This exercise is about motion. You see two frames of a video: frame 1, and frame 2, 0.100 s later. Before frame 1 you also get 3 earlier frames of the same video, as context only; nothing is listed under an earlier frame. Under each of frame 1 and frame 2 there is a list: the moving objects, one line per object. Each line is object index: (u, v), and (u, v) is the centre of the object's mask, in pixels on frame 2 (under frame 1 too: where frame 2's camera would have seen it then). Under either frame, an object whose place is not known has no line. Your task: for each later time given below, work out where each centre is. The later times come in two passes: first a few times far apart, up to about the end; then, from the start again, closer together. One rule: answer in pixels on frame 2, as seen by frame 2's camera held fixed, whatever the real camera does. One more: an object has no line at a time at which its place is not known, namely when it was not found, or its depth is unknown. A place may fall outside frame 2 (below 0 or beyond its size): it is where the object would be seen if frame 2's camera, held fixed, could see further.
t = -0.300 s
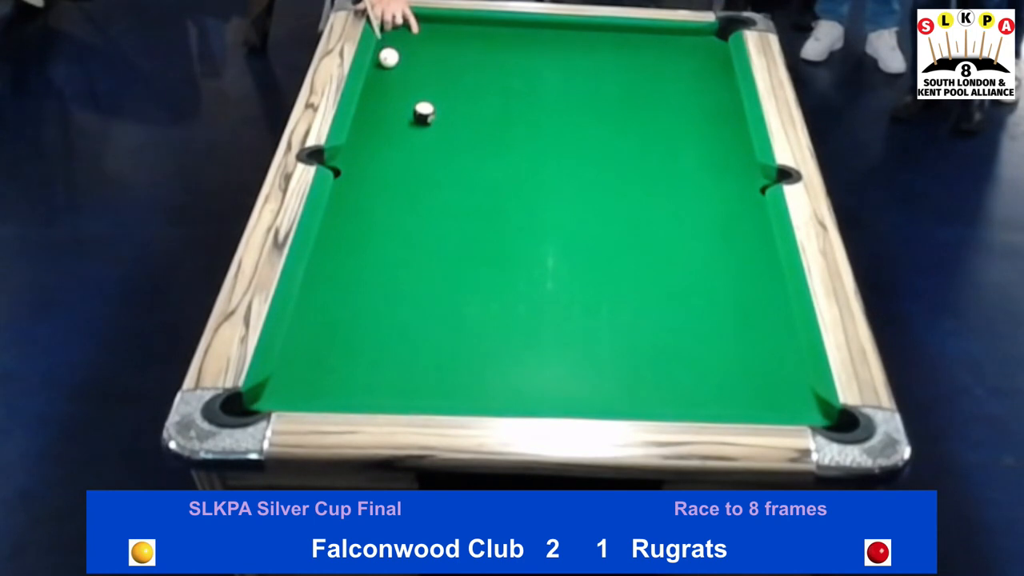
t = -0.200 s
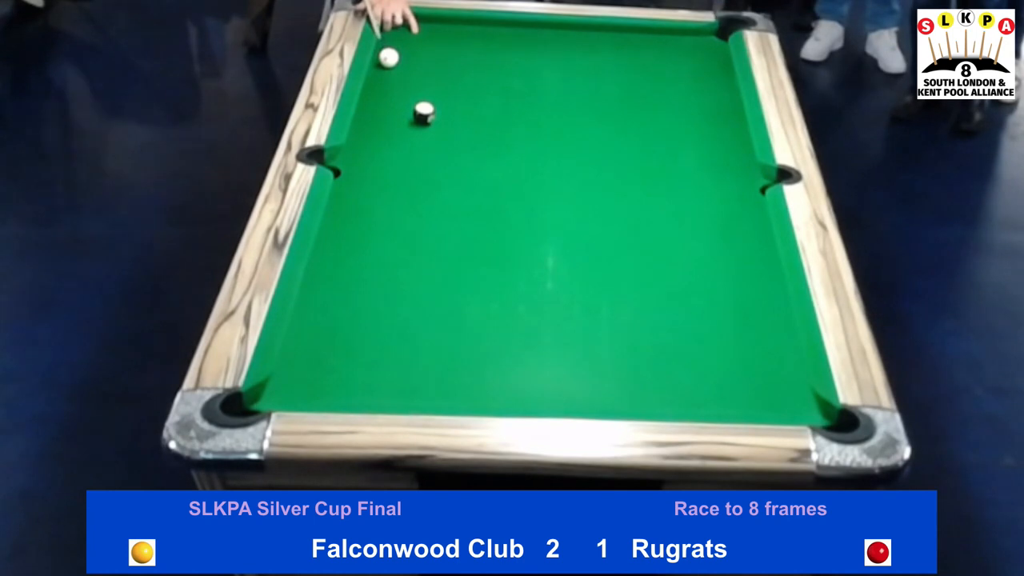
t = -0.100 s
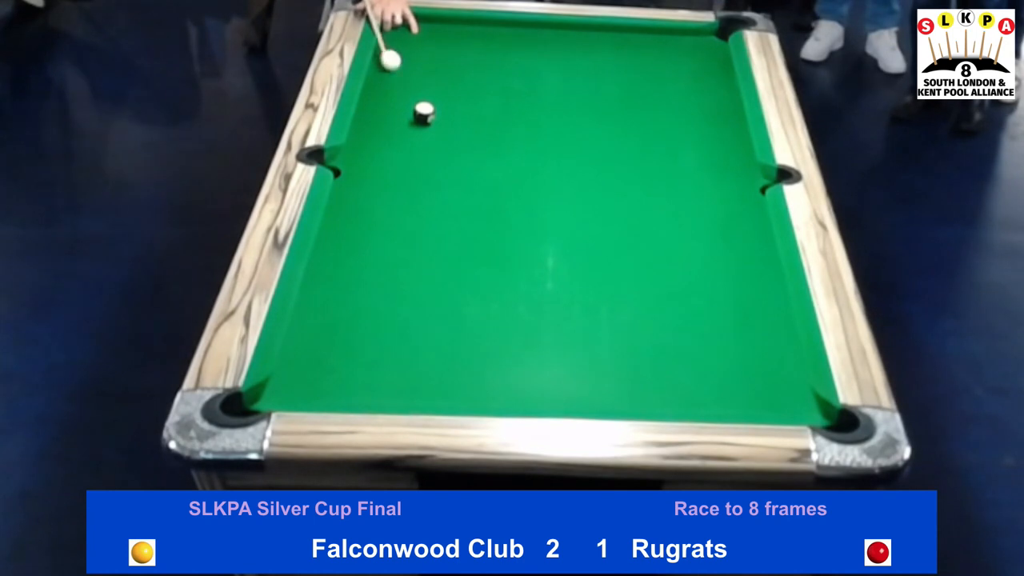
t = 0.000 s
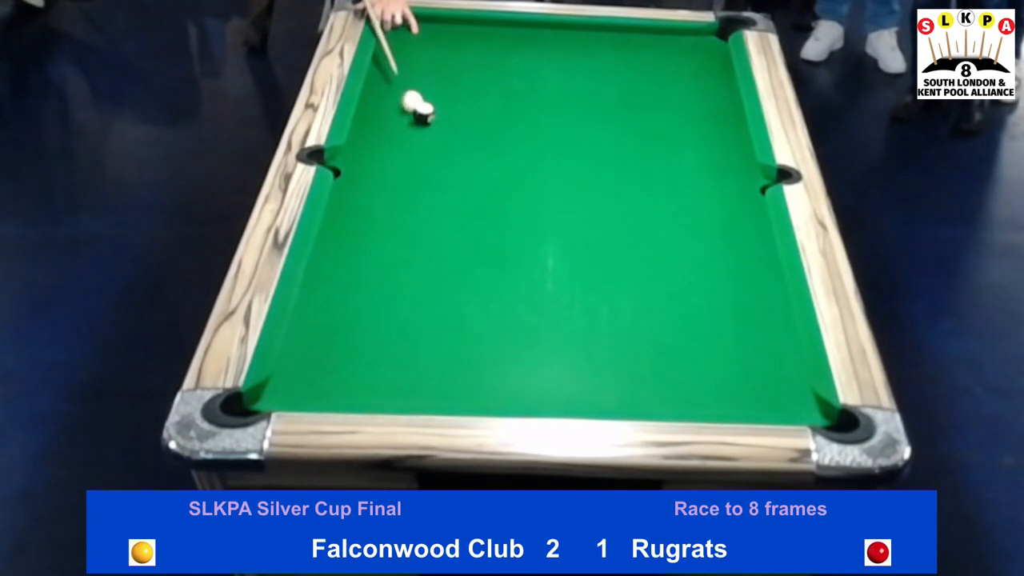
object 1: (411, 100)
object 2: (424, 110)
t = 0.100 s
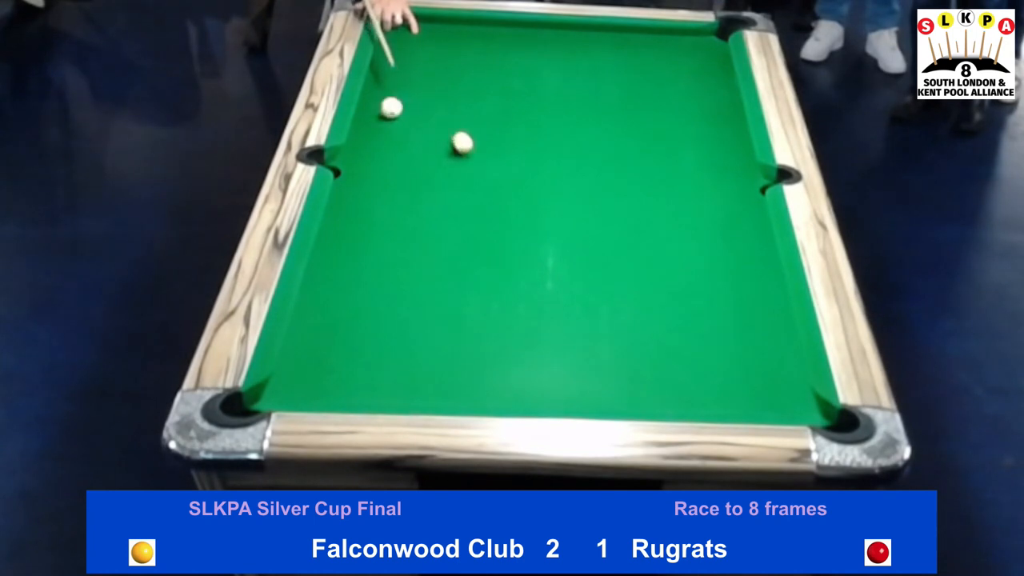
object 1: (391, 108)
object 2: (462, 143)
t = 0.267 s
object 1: (373, 110)
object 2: (524, 193)
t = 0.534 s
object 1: (401, 112)
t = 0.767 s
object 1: (422, 113)
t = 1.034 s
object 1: (444, 115)
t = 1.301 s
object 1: (464, 117)
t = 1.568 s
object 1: (480, 118)
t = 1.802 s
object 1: (492, 119)
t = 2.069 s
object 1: (503, 121)
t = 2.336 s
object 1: (511, 121)
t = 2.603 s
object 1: (517, 122)
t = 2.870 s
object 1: (519, 122)
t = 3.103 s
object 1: (519, 122)
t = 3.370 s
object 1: (519, 122)
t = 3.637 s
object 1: (519, 122)
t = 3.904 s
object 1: (519, 122)
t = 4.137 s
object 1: (519, 122)
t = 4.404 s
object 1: (519, 122)
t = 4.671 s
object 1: (519, 122)
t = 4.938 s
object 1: (519, 122)
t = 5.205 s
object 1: (519, 122)
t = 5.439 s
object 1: (519, 122)
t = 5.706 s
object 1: (519, 122)
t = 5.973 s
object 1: (519, 122)
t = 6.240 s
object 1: (519, 122)
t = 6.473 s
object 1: (519, 122)
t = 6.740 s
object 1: (519, 122)
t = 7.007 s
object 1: (519, 122)
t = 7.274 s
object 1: (519, 122)
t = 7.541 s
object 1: (519, 122)
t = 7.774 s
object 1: (519, 122)
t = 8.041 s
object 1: (519, 122)
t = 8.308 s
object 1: (519, 122)
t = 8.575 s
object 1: (519, 122)
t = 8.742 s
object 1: (519, 122)
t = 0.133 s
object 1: (383, 108)
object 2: (475, 155)
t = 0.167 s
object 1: (376, 109)
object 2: (489, 162)
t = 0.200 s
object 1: (369, 109)
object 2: (501, 174)
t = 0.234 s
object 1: (368, 110)
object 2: (511, 181)
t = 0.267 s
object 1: (373, 110)
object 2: (524, 193)
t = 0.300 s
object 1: (377, 110)
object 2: (538, 201)
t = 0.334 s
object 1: (380, 110)
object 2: (547, 210)
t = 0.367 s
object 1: (384, 111)
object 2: (561, 222)
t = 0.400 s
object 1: (387, 111)
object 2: (575, 230)
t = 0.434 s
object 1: (391, 111)
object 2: (585, 241)
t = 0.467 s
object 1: (394, 111)
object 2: (599, 252)
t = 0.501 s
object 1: (397, 111)
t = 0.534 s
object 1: (401, 112)
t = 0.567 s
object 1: (404, 112)
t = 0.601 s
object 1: (407, 112)
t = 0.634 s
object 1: (410, 112)
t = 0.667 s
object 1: (413, 113)
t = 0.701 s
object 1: (416, 113)
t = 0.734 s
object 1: (419, 113)
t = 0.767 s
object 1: (422, 113)
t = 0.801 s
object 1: (425, 114)
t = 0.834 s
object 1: (428, 114)
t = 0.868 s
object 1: (431, 114)
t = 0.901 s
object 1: (434, 114)
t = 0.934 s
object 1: (437, 114)
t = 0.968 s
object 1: (439, 114)
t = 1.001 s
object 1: (442, 115)
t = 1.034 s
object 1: (444, 115)
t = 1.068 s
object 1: (447, 115)
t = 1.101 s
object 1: (449, 115)
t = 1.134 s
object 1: (452, 115)
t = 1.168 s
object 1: (454, 116)
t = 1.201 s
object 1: (457, 116)
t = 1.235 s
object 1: (459, 116)
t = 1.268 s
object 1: (462, 116)
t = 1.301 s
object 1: (464, 117)
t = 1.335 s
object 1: (466, 117)
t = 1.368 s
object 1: (468, 117)
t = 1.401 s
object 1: (470, 117)
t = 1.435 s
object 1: (472, 117)
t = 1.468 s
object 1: (474, 118)
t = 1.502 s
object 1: (476, 118)
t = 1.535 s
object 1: (478, 118)
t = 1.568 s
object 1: (480, 118)
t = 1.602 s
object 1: (482, 118)
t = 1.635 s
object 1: (484, 118)
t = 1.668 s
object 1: (485, 119)
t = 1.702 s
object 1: (487, 119)
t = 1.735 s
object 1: (489, 119)
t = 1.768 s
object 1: (490, 119)
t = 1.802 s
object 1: (492, 119)
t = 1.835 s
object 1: (493, 119)
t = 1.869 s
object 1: (495, 120)
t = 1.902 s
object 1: (496, 120)
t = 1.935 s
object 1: (498, 120)
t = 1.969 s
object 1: (499, 120)
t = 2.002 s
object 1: (500, 120)
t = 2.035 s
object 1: (502, 120)
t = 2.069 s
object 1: (503, 121)
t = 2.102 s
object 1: (504, 121)
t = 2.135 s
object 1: (505, 121)
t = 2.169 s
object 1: (506, 121)
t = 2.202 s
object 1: (507, 121)
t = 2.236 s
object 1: (508, 121)
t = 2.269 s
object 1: (509, 121)
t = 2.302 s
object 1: (510, 121)
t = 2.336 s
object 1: (511, 121)
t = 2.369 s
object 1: (512, 122)
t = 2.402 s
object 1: (513, 122)
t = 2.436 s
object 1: (513, 122)
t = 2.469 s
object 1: (514, 122)
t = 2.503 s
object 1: (515, 122)
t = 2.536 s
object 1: (515, 122)
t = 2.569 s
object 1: (516, 122)
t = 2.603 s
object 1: (517, 122)
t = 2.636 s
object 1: (517, 122)
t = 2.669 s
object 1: (518, 122)
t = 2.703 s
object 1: (518, 122)
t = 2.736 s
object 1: (518, 122)
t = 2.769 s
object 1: (519, 122)
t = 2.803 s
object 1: (519, 122)
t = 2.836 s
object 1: (519, 122)
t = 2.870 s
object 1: (519, 122)
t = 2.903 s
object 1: (519, 122)
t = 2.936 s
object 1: (519, 122)
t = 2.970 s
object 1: (519, 122)
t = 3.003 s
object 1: (519, 122)
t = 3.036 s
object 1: (519, 122)
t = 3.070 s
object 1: (519, 122)
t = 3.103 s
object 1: (519, 122)
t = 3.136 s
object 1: (519, 122)
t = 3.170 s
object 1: (519, 122)
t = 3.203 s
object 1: (519, 122)
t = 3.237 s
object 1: (519, 122)
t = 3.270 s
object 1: (519, 122)
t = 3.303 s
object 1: (519, 122)
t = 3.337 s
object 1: (519, 122)
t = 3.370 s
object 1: (519, 122)
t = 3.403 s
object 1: (519, 122)
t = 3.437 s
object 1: (519, 122)
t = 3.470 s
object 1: (519, 122)
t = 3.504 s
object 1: (519, 122)
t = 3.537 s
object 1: (519, 122)
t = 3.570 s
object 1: (519, 122)
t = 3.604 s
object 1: (519, 122)
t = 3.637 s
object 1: (519, 122)
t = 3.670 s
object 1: (519, 122)
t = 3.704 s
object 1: (519, 122)
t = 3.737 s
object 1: (519, 122)
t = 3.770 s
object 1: (519, 122)
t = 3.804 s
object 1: (519, 122)
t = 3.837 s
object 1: (519, 122)
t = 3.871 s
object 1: (519, 122)
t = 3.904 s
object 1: (519, 122)
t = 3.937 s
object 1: (519, 122)
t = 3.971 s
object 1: (519, 122)
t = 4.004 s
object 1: (519, 122)
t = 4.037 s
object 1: (519, 122)
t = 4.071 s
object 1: (519, 122)
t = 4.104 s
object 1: (519, 122)
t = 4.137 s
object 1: (519, 122)
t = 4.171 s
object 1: (519, 122)
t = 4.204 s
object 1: (519, 122)
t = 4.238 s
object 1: (519, 122)
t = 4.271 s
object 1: (519, 122)
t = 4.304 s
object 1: (519, 122)
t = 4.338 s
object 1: (519, 122)
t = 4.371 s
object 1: (519, 122)
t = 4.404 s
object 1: (519, 122)
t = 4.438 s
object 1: (519, 122)
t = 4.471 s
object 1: (519, 122)
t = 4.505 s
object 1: (519, 122)
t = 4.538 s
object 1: (519, 122)
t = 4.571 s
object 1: (519, 122)
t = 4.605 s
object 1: (519, 122)
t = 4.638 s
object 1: (519, 122)
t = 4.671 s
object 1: (519, 122)
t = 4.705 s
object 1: (519, 122)
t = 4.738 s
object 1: (519, 122)
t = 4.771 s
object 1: (519, 122)
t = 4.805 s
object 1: (519, 122)
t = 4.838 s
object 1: (519, 122)
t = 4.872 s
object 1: (519, 122)
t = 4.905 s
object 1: (519, 122)
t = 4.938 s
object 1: (519, 122)
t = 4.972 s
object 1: (519, 122)
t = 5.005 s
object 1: (519, 122)
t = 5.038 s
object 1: (519, 122)
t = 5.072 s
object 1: (519, 122)
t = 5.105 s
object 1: (519, 122)
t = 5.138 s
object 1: (519, 122)
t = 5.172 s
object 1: (519, 122)
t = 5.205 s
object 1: (519, 122)
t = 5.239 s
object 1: (519, 122)
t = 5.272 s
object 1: (519, 122)
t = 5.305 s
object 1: (519, 122)
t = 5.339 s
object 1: (519, 122)
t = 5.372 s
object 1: (519, 122)
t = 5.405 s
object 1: (519, 122)
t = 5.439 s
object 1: (519, 122)
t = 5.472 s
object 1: (519, 122)
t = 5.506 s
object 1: (519, 122)
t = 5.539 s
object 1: (519, 122)
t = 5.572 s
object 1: (519, 122)
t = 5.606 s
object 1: (519, 122)
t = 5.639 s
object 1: (519, 122)
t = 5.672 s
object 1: (519, 122)
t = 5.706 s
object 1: (519, 122)
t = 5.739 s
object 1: (519, 122)
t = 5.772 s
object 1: (519, 122)
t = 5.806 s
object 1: (519, 122)
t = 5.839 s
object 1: (519, 122)
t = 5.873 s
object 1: (519, 122)
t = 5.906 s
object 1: (519, 122)
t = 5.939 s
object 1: (519, 122)
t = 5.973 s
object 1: (519, 122)
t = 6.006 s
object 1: (519, 122)
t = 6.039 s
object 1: (519, 122)
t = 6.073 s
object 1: (519, 122)
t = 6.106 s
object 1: (519, 122)
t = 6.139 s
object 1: (519, 122)
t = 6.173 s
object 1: (519, 122)
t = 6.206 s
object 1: (519, 122)
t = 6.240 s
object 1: (519, 122)
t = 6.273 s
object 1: (519, 122)
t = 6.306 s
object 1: (519, 122)
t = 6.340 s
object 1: (519, 122)
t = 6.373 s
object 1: (519, 122)
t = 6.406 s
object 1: (519, 122)
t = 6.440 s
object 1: (519, 122)
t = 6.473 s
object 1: (519, 122)
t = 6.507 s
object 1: (519, 122)
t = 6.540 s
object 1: (519, 122)
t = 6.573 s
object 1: (519, 122)
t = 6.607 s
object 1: (519, 122)
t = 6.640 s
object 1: (519, 122)
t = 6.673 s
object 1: (519, 122)
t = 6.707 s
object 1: (519, 122)
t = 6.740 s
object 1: (519, 122)
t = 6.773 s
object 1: (519, 122)
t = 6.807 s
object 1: (519, 122)
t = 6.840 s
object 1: (519, 122)
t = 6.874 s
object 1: (519, 122)
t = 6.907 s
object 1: (519, 122)
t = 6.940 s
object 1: (519, 122)
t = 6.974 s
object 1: (519, 122)
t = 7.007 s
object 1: (519, 122)
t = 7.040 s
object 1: (519, 122)
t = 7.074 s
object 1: (519, 122)
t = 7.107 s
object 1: (519, 122)
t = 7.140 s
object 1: (519, 122)
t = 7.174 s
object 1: (519, 122)
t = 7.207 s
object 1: (519, 122)
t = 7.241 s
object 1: (519, 122)
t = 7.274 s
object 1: (519, 122)
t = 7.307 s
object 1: (519, 122)
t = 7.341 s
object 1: (519, 122)
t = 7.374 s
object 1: (519, 122)
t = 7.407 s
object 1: (519, 122)
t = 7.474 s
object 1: (519, 122)
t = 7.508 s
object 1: (519, 122)
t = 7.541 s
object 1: (519, 122)
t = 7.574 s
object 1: (519, 122)
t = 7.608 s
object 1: (519, 122)
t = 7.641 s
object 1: (519, 122)
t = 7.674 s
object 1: (519, 122)
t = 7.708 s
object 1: (519, 122)
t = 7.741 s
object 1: (519, 122)
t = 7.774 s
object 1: (519, 122)
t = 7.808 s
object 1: (519, 122)
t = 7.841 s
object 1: (519, 122)
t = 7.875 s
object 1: (519, 122)
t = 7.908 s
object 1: (519, 122)
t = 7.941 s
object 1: (519, 122)
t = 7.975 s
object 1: (519, 122)
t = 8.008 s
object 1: (519, 122)
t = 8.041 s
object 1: (519, 122)
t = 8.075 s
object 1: (519, 122)
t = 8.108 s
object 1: (519, 122)
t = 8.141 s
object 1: (519, 122)
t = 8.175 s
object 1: (519, 122)
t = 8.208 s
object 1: (519, 122)
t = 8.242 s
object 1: (519, 122)
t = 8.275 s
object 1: (519, 122)
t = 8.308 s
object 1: (519, 122)
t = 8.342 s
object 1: (519, 122)
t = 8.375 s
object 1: (519, 122)
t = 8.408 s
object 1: (519, 122)
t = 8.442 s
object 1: (519, 122)
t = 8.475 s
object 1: (519, 122)
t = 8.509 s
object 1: (519, 122)
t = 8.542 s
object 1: (519, 122)
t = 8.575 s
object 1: (519, 122)
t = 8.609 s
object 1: (519, 122)
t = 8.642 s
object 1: (519, 122)
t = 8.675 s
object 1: (519, 122)
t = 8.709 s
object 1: (519, 122)
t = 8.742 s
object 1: (519, 122)
